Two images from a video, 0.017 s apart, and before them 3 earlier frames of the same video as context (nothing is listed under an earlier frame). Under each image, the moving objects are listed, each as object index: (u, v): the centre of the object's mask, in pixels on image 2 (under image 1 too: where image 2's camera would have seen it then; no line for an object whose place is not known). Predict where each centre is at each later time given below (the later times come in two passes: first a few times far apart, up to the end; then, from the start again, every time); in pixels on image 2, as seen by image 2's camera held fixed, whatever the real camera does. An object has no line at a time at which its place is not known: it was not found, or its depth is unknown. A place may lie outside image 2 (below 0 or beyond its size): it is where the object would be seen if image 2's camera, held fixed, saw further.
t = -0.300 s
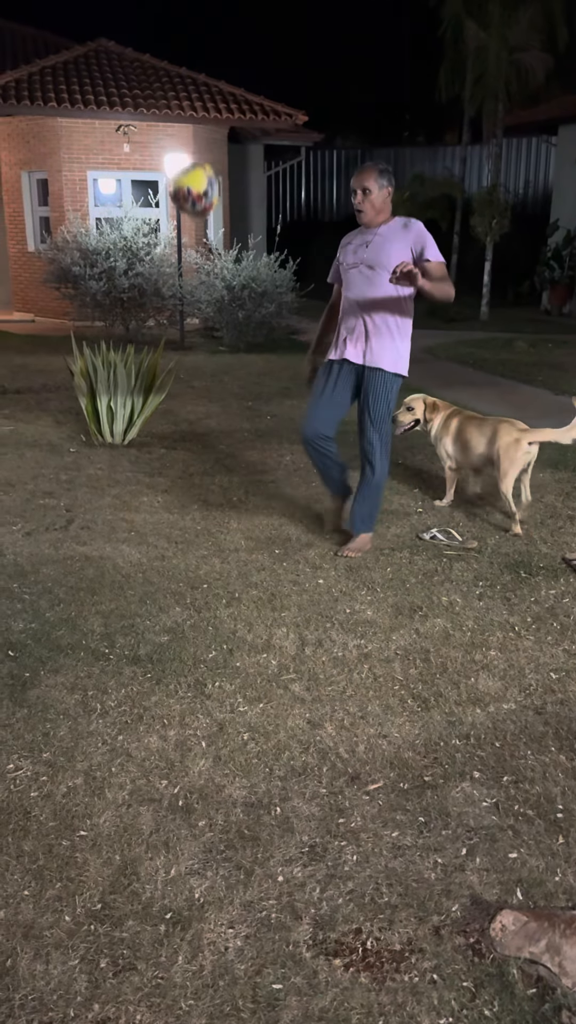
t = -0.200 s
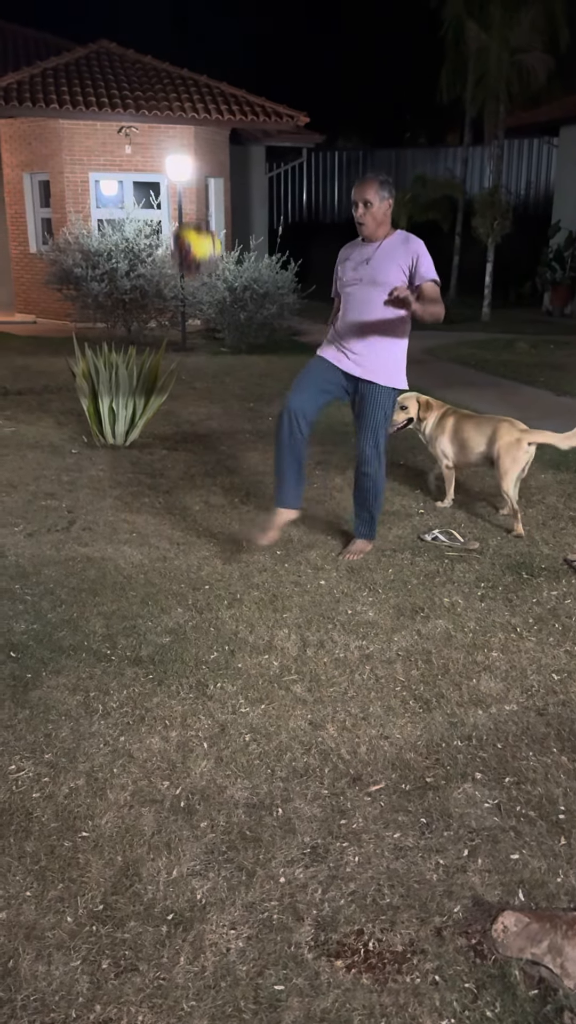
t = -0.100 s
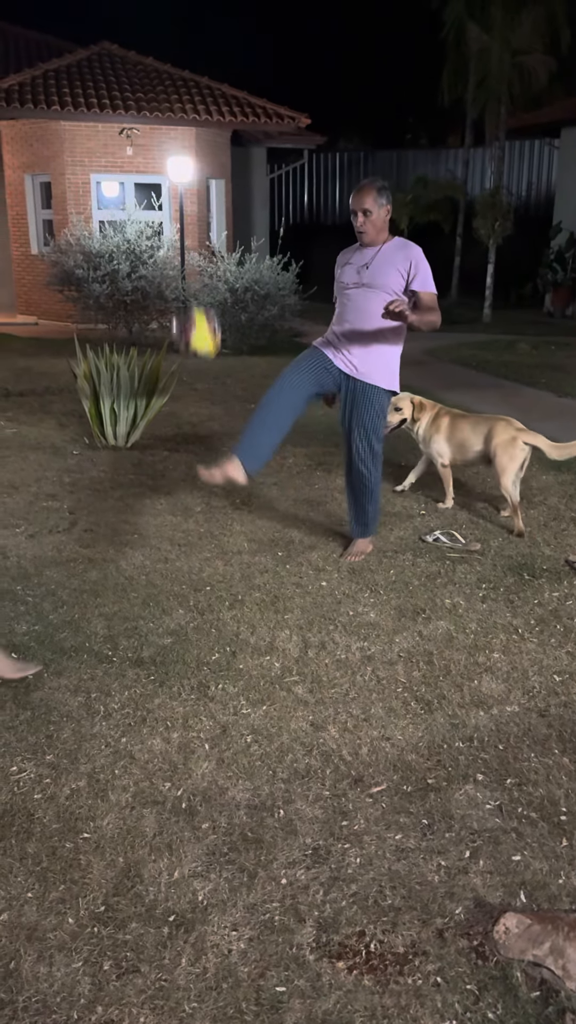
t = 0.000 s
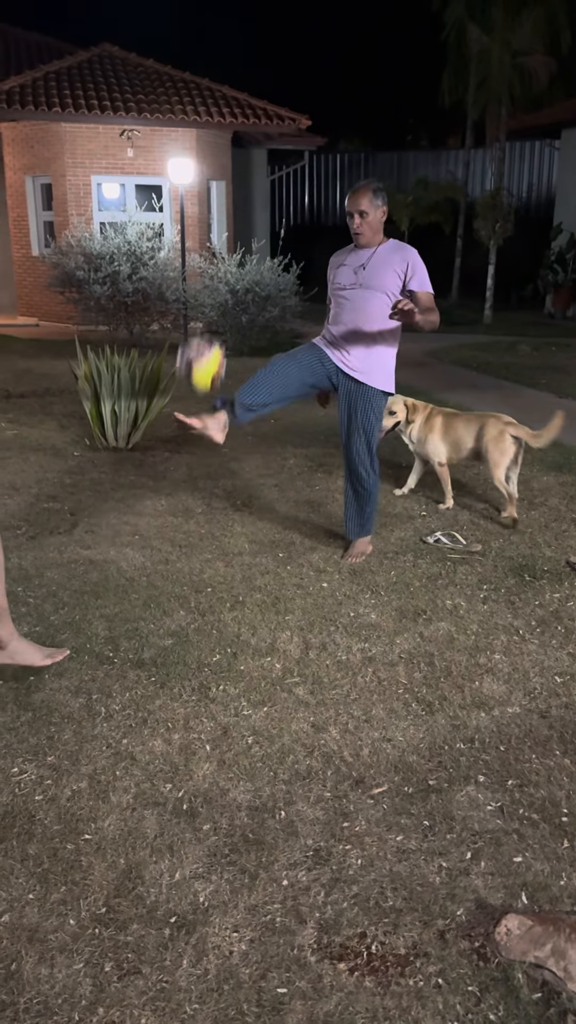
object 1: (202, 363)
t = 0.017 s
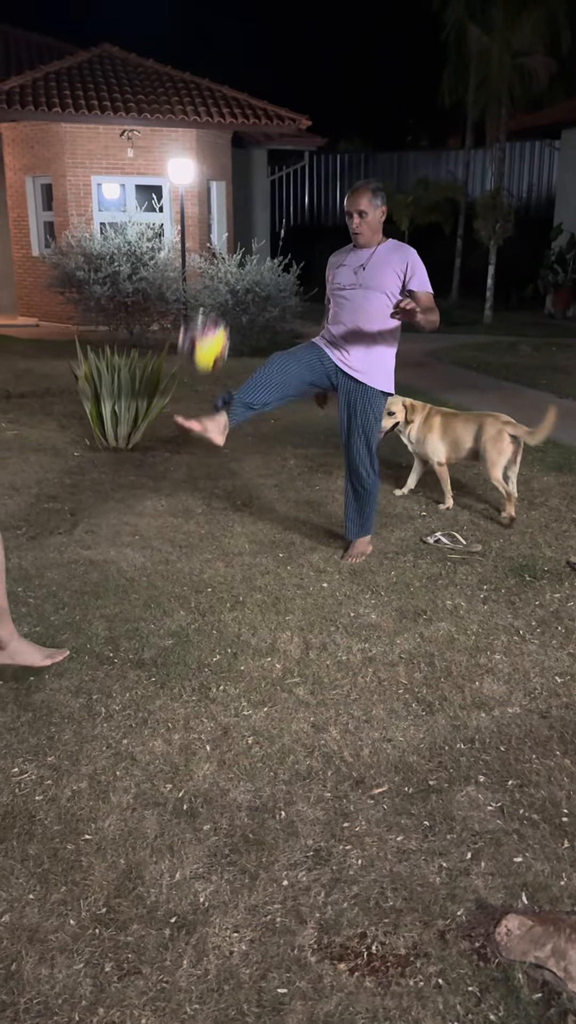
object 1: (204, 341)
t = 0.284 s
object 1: (255, 80)
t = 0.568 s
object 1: (307, 37)
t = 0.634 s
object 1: (317, 63)
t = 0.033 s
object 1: (208, 322)
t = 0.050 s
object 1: (209, 300)
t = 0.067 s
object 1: (211, 280)
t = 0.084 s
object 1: (216, 262)
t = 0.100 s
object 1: (221, 241)
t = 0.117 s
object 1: (224, 223)
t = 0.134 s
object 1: (226, 204)
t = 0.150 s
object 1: (229, 187)
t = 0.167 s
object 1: (233, 171)
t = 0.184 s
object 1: (236, 156)
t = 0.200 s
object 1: (239, 141)
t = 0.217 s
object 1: (242, 127)
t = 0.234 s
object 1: (246, 114)
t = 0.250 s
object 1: (250, 101)
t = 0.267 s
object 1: (253, 90)
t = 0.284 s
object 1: (255, 80)
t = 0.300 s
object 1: (259, 70)
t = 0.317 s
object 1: (262, 62)
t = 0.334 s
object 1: (265, 54)
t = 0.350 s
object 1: (268, 47)
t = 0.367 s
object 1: (271, 41)
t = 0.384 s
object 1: (275, 36)
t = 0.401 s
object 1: (278, 31)
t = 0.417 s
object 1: (281, 28)
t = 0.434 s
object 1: (284, 26)
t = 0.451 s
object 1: (287, 24)
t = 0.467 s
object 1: (290, 24)
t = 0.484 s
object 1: (293, 24)
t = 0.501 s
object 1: (296, 24)
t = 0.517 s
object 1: (299, 26)
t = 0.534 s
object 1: (302, 29)
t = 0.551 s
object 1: (304, 32)
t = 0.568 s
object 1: (307, 37)
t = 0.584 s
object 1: (310, 42)
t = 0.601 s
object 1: (312, 49)
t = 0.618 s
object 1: (315, 56)
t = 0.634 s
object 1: (317, 63)
